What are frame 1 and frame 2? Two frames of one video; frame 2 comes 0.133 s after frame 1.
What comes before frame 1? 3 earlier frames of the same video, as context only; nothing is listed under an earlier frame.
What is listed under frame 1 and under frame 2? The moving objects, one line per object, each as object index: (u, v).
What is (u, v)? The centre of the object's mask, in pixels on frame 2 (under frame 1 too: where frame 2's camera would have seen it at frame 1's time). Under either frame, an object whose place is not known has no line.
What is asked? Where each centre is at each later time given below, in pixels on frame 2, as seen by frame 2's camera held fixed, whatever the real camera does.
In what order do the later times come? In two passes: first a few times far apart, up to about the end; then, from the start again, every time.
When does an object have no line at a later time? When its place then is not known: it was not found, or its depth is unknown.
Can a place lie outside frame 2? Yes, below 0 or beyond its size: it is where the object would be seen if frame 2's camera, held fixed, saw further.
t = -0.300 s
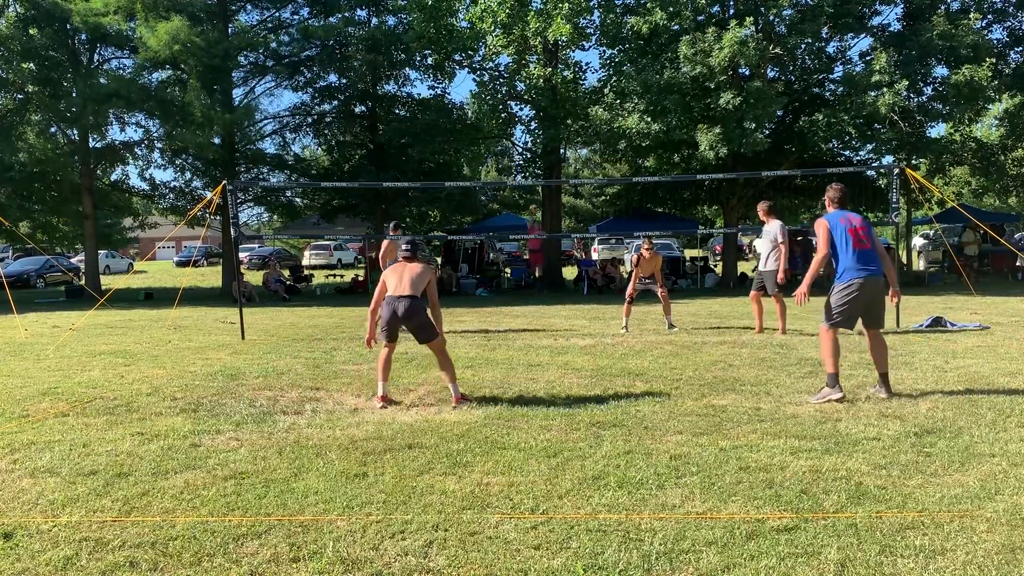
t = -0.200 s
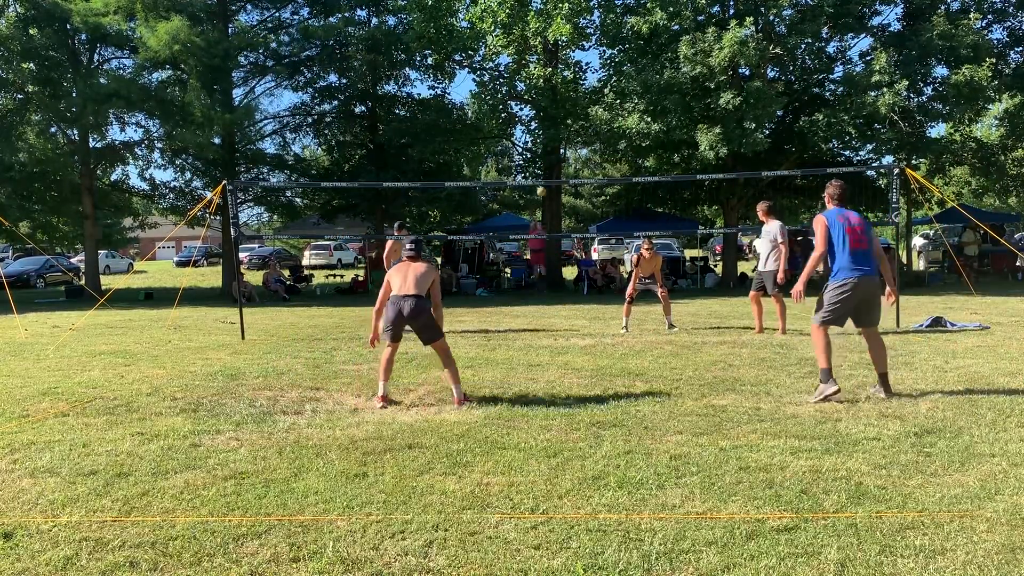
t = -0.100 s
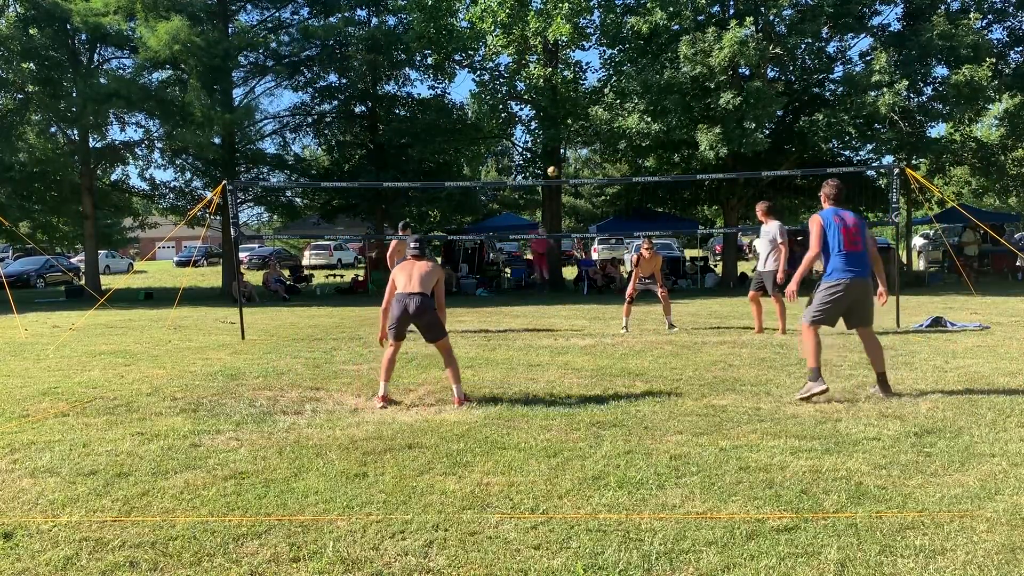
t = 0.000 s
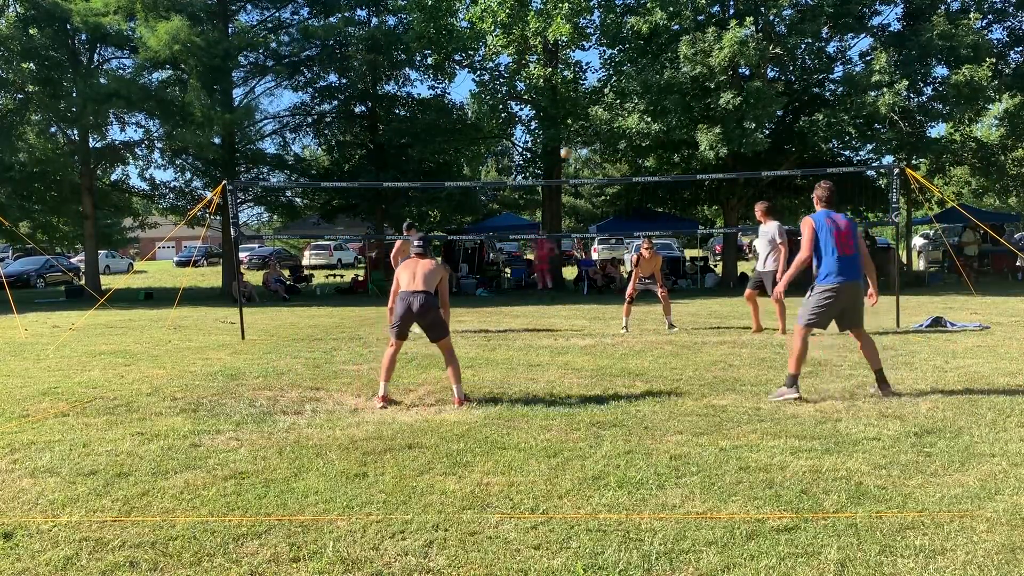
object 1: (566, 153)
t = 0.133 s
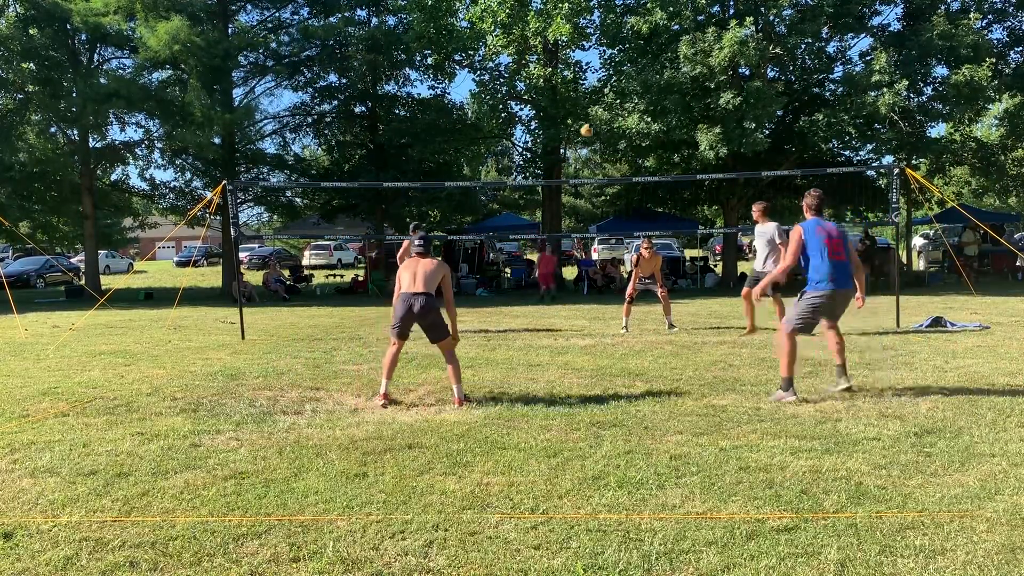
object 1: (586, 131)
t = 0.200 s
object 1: (597, 121)
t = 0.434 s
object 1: (652, 107)
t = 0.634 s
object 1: (722, 121)
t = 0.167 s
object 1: (592, 126)
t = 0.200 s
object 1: (597, 121)
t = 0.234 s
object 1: (603, 117)
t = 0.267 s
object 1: (611, 114)
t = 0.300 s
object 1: (617, 111)
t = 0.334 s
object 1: (625, 109)
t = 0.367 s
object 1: (633, 108)
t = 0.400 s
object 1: (642, 107)
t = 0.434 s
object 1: (652, 107)
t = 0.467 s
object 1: (662, 108)
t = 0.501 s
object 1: (673, 108)
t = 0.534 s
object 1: (684, 111)
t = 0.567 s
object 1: (696, 113)
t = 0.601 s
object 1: (708, 116)
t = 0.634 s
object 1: (722, 121)
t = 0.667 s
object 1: (736, 126)
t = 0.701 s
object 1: (751, 132)
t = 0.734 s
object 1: (767, 140)
